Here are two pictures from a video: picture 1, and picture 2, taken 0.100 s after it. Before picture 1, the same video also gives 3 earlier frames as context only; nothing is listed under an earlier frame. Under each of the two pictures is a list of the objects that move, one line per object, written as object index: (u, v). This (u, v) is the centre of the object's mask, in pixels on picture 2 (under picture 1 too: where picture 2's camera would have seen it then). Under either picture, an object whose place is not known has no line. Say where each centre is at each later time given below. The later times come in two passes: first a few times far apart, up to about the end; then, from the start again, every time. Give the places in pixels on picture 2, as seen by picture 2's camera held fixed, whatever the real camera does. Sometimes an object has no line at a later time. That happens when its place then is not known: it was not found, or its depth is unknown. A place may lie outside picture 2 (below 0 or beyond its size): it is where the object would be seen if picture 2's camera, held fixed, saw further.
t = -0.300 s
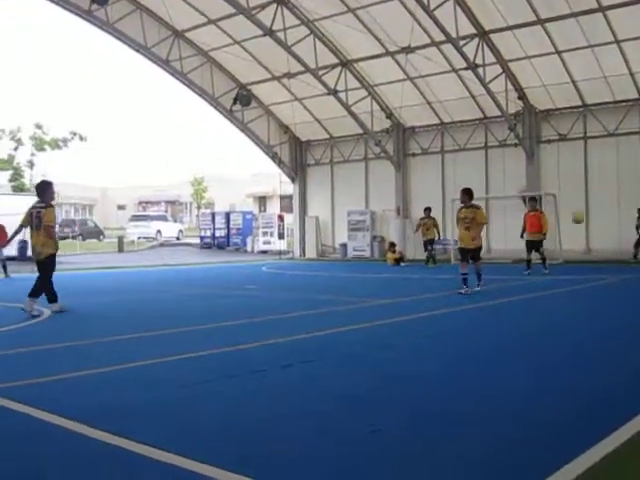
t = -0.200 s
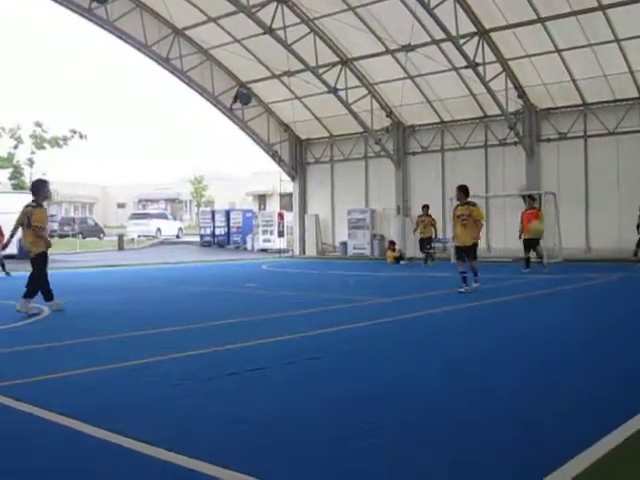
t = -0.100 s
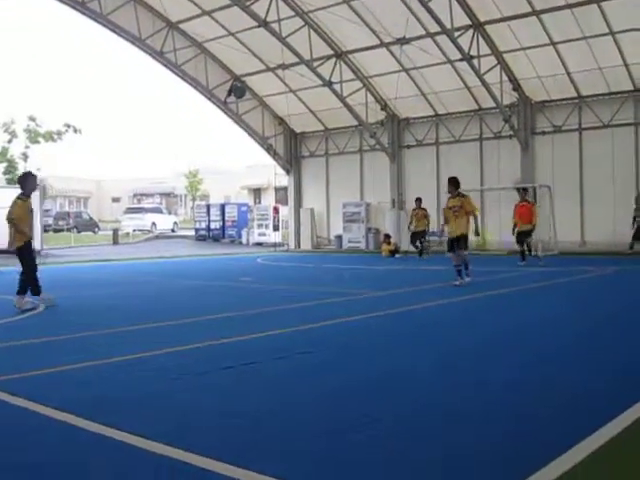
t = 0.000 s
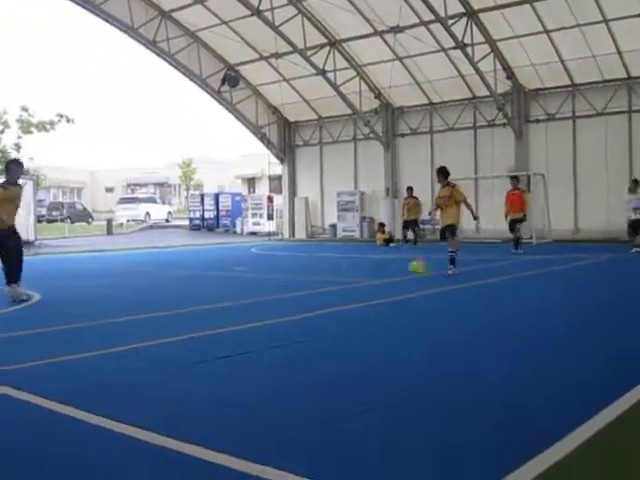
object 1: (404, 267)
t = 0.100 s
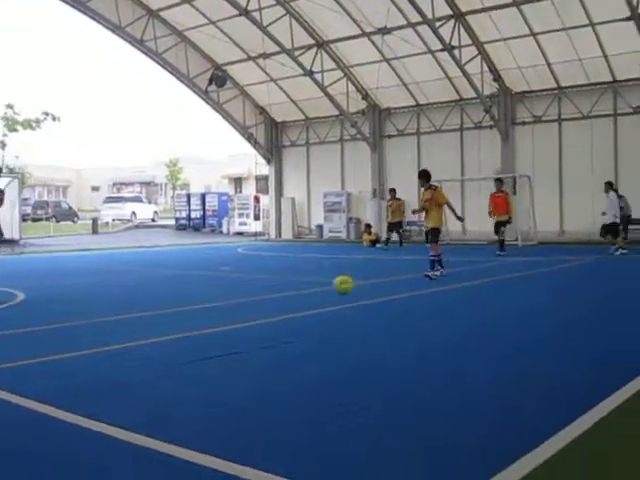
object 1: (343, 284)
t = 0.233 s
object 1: (262, 271)
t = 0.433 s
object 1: (99, 291)
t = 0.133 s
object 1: (324, 278)
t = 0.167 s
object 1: (305, 274)
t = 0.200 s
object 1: (285, 272)
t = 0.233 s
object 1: (262, 271)
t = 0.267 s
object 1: (238, 270)
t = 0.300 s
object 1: (215, 272)
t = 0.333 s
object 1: (188, 274)
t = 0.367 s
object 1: (160, 277)
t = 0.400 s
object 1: (130, 283)
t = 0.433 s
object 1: (99, 291)
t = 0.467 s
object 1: (66, 300)
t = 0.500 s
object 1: (32, 312)
